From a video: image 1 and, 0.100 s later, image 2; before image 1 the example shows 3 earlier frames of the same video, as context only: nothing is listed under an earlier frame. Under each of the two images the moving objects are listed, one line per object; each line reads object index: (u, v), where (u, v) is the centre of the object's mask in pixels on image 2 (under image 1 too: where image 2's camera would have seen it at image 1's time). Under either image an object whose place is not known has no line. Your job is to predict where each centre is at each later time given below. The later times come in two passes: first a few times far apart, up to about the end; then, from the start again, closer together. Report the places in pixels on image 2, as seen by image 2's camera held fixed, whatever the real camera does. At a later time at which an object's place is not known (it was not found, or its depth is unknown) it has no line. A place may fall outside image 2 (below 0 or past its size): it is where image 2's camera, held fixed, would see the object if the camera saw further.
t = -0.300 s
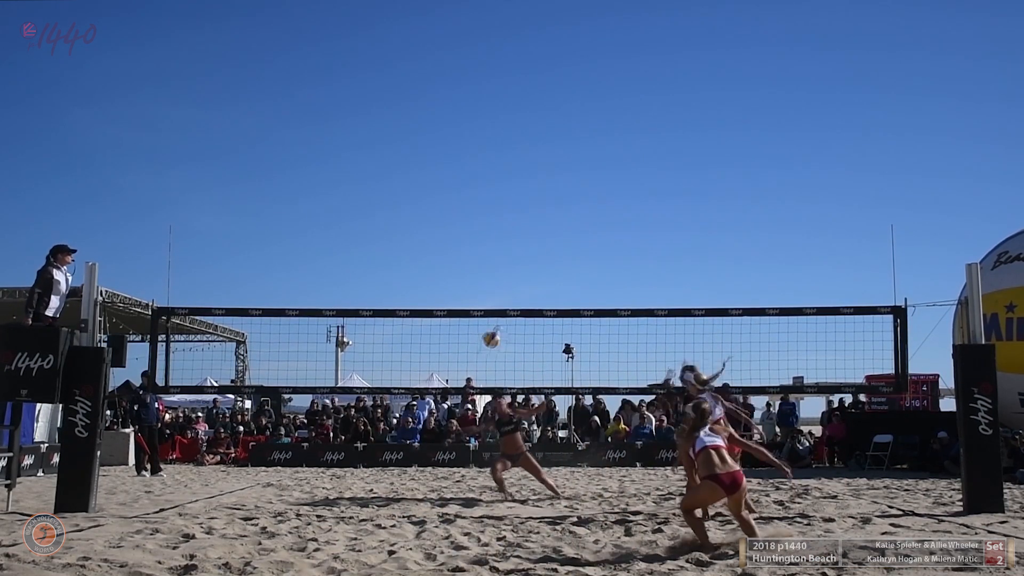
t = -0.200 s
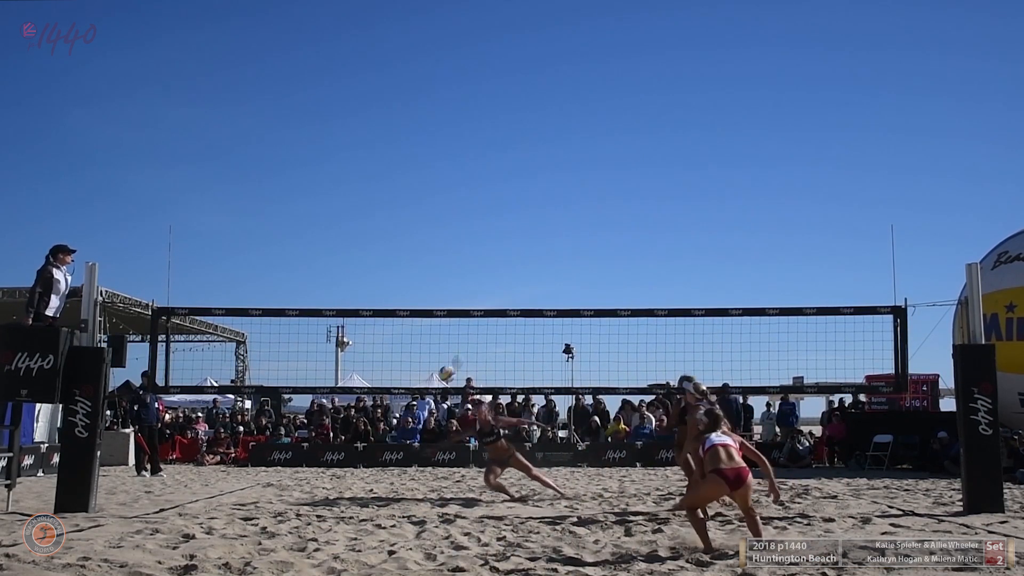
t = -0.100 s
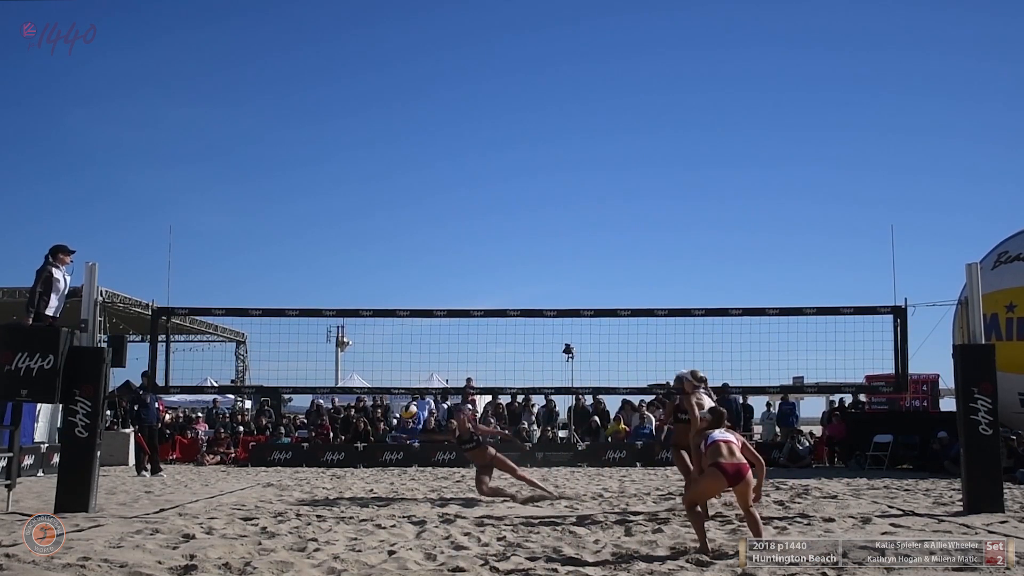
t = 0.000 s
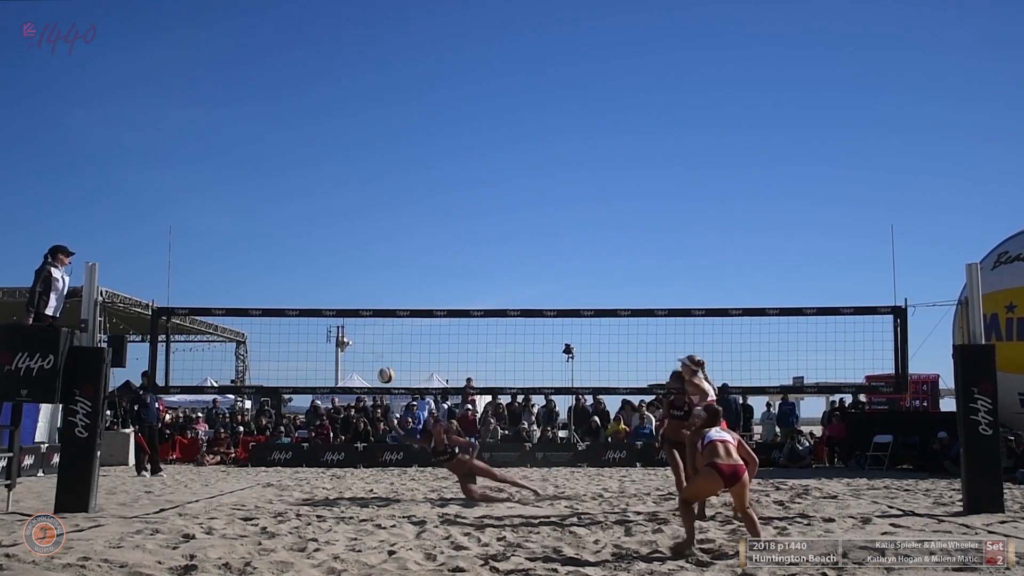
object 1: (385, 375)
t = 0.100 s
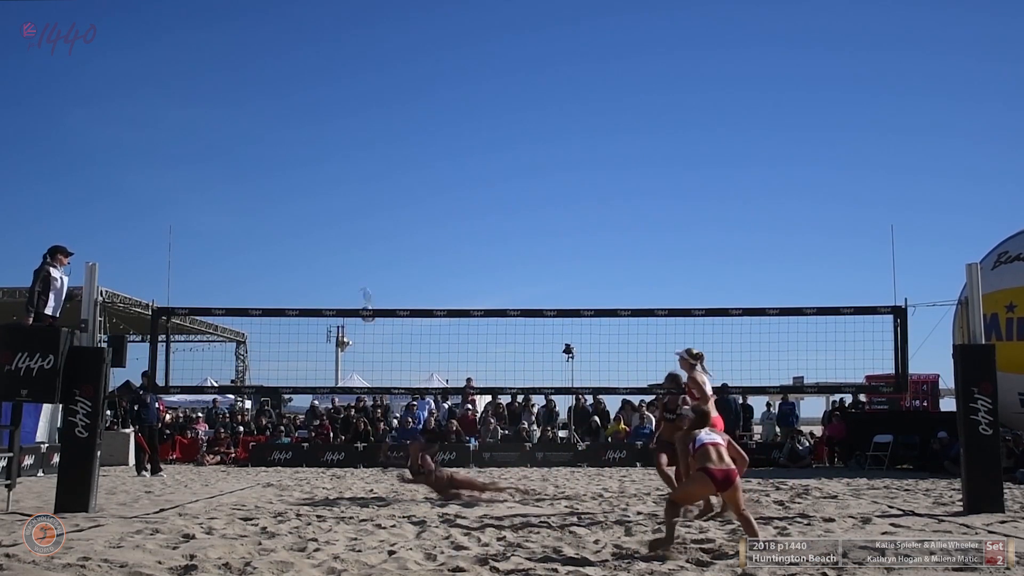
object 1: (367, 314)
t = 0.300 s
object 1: (327, 203)
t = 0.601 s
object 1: (258, 103)
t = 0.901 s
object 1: (178, 85)
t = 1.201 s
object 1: (88, 159)
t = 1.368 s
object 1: (35, 242)
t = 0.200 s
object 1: (347, 251)
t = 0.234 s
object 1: (341, 235)
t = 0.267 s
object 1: (333, 217)
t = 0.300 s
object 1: (327, 203)
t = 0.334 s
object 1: (320, 188)
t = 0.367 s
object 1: (313, 174)
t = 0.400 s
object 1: (305, 161)
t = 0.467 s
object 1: (291, 138)
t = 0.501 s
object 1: (283, 128)
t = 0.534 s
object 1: (275, 119)
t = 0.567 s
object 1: (267, 111)
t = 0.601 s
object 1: (258, 103)
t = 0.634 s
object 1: (250, 97)
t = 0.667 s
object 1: (241, 92)
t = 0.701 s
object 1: (232, 87)
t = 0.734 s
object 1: (223, 85)
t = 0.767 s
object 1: (214, 83)
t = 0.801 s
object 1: (205, 81)
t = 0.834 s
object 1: (196, 81)
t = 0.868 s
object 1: (187, 82)
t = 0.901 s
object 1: (178, 85)
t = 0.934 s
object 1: (169, 88)
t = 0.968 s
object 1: (159, 93)
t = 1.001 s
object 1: (149, 98)
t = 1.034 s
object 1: (139, 105)
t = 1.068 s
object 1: (129, 114)
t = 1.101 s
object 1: (120, 123)
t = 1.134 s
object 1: (109, 133)
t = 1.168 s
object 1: (99, 146)
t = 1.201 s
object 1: (88, 159)
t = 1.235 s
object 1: (77, 173)
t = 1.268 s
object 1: (67, 189)
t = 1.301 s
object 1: (56, 205)
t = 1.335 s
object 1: (44, 224)
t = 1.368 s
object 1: (35, 242)
